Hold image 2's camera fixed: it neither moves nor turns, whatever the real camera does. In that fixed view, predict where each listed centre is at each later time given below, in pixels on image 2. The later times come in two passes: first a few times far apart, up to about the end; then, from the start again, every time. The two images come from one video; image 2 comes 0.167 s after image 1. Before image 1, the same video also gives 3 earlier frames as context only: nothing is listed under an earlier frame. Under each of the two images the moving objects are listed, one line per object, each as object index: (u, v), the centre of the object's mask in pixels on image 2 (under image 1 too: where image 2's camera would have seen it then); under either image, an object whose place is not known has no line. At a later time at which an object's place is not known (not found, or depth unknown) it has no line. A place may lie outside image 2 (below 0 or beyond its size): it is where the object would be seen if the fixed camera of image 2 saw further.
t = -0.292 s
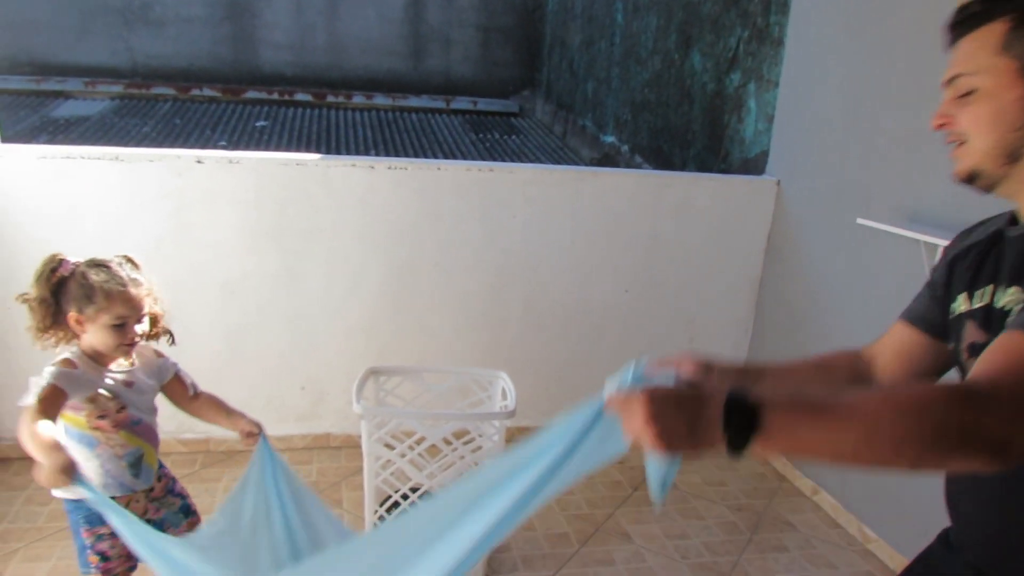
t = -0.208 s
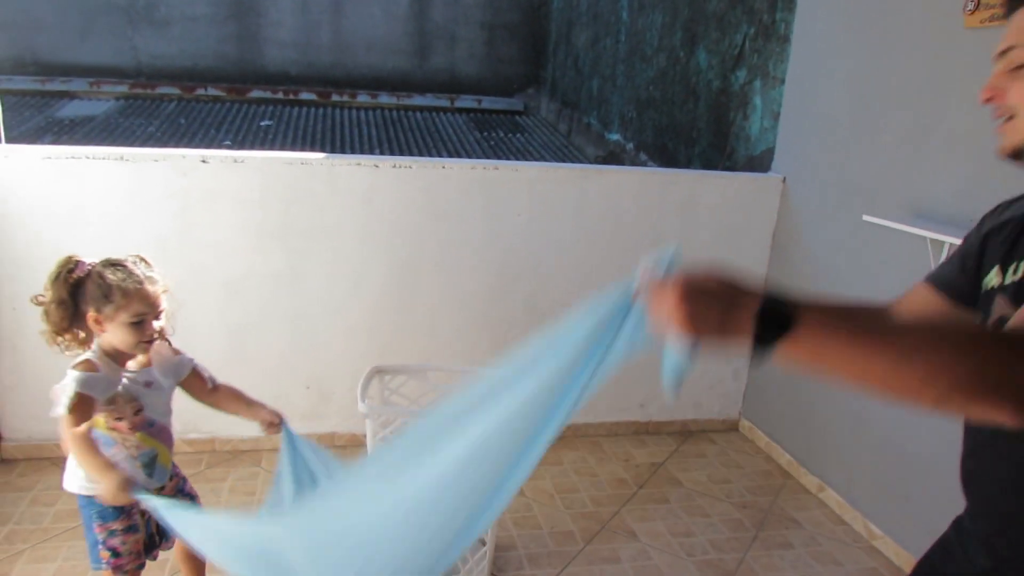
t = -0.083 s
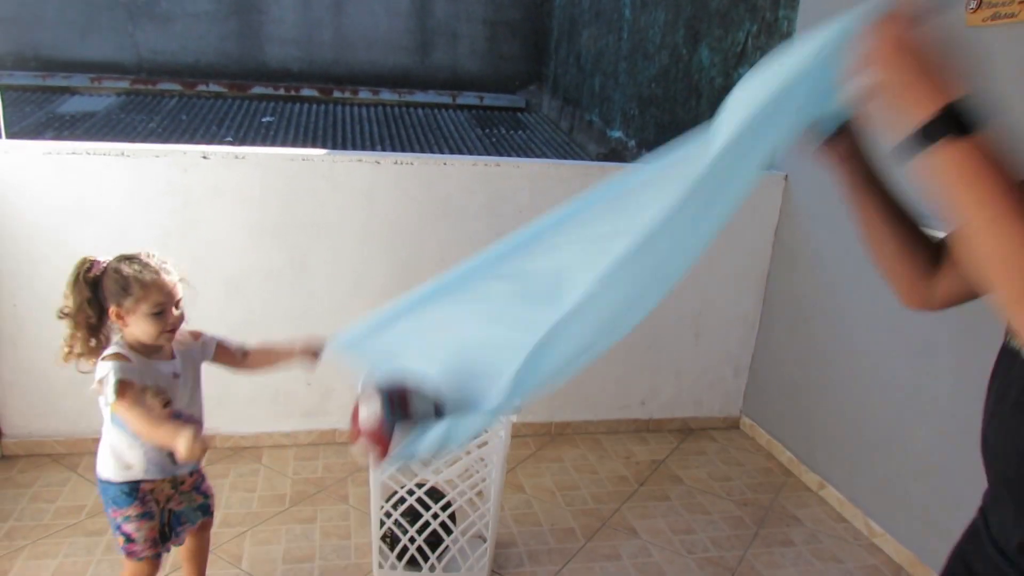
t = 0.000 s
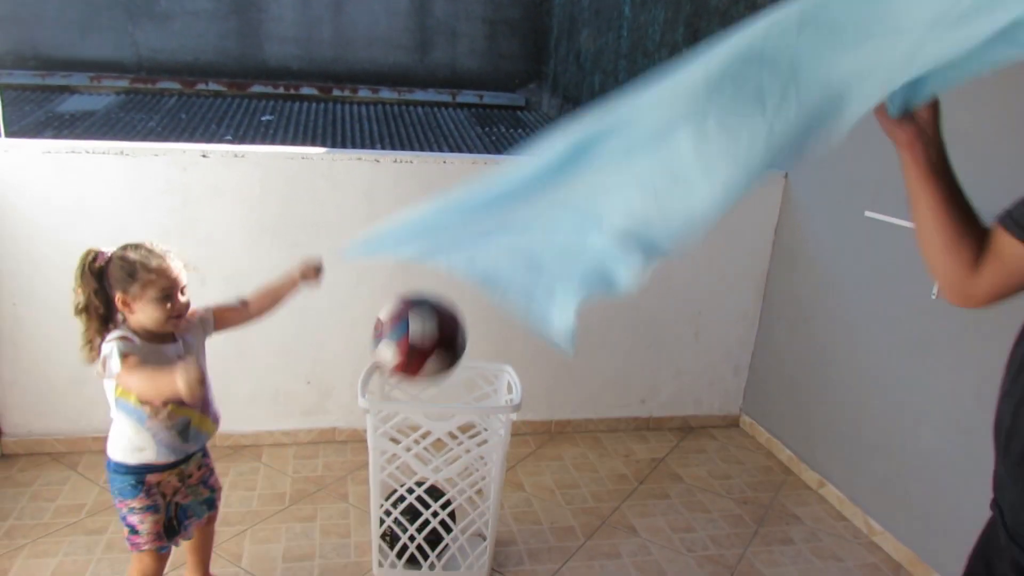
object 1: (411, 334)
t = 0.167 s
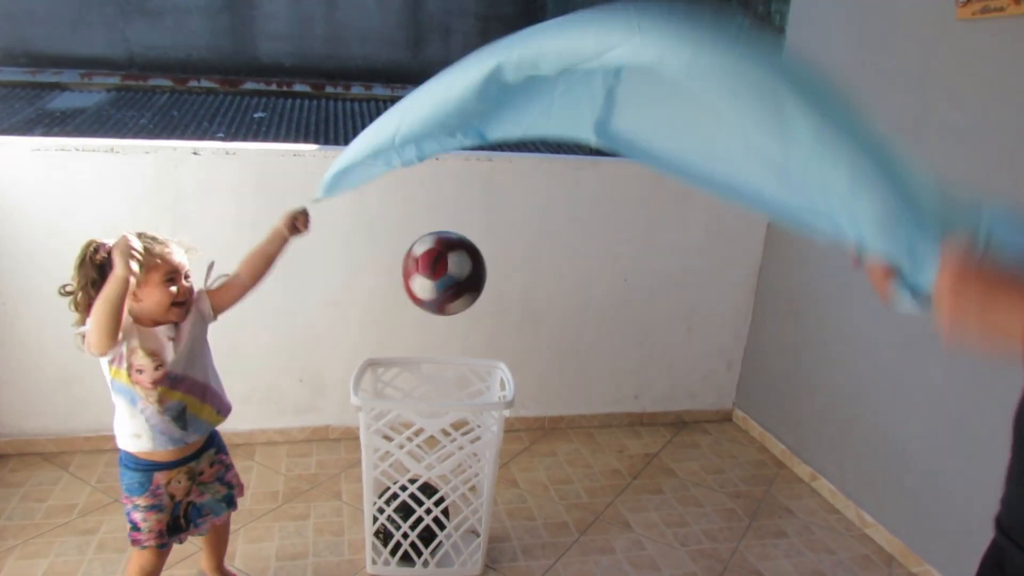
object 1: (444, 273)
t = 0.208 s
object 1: (452, 277)
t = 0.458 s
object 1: (470, 398)
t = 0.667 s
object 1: (468, 471)
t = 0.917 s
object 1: (467, 477)
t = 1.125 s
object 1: (466, 476)
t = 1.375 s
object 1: (466, 476)
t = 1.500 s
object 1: (465, 477)
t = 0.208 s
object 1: (452, 277)
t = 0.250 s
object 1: (460, 286)
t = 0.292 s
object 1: (465, 300)
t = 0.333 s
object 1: (474, 330)
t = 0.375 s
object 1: (476, 360)
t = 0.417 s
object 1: (477, 381)
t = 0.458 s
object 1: (470, 398)
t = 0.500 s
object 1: (472, 439)
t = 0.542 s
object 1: (467, 473)
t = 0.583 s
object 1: (466, 477)
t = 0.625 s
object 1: (464, 471)
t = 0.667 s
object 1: (468, 471)
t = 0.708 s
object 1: (468, 473)
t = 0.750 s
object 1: (467, 478)
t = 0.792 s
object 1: (468, 480)
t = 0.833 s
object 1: (467, 477)
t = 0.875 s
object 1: (467, 477)
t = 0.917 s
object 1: (467, 477)
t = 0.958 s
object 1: (467, 477)
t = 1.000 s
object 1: (467, 477)
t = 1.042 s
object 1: (467, 476)
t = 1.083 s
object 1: (466, 476)
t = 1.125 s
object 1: (466, 476)
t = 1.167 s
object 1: (466, 476)
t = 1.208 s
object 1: (466, 476)
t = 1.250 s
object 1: (466, 476)
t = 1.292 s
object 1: (468, 481)
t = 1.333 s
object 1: (468, 481)
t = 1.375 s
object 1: (466, 476)
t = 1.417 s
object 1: (466, 476)
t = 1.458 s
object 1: (466, 477)
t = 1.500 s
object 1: (465, 477)
